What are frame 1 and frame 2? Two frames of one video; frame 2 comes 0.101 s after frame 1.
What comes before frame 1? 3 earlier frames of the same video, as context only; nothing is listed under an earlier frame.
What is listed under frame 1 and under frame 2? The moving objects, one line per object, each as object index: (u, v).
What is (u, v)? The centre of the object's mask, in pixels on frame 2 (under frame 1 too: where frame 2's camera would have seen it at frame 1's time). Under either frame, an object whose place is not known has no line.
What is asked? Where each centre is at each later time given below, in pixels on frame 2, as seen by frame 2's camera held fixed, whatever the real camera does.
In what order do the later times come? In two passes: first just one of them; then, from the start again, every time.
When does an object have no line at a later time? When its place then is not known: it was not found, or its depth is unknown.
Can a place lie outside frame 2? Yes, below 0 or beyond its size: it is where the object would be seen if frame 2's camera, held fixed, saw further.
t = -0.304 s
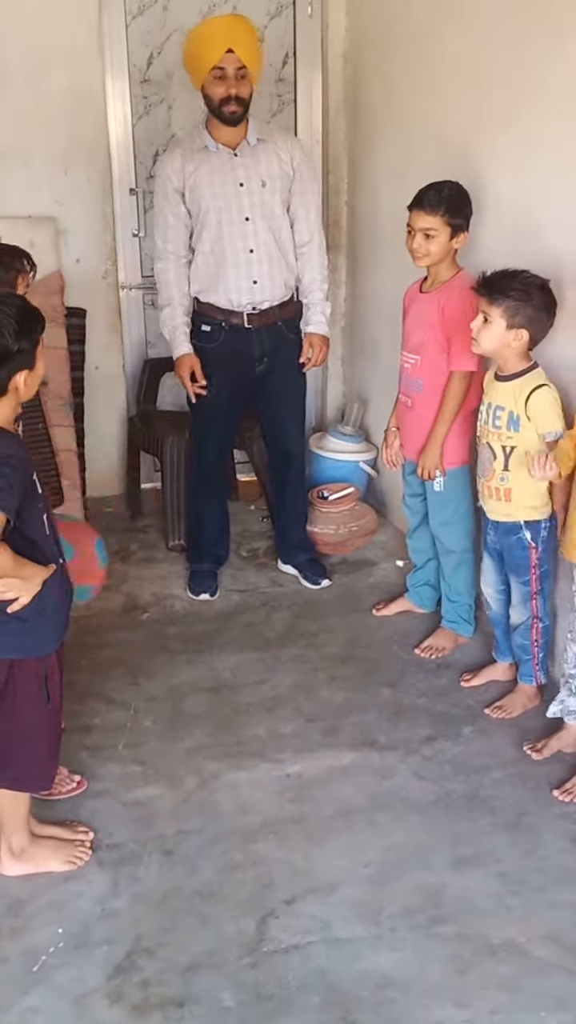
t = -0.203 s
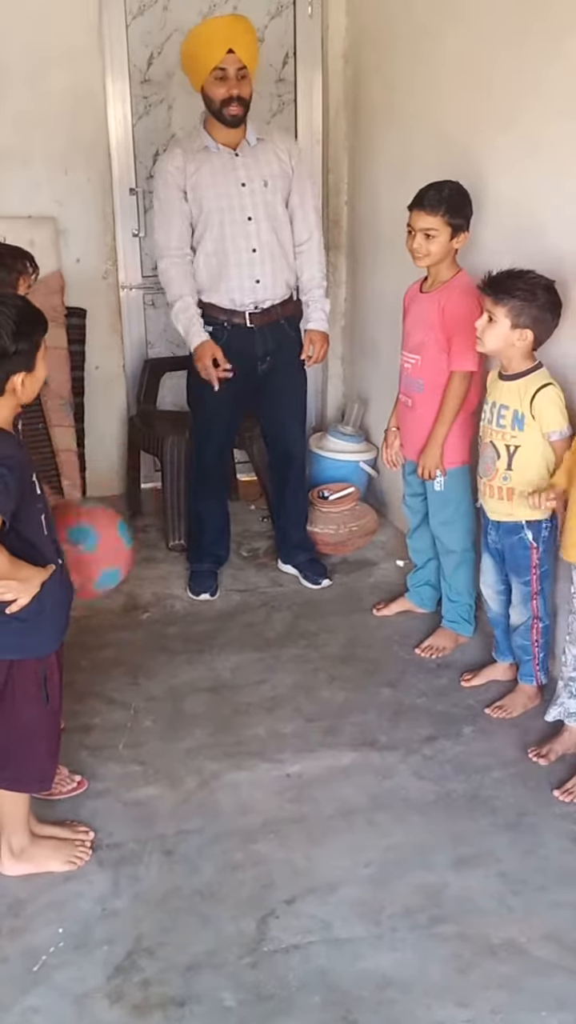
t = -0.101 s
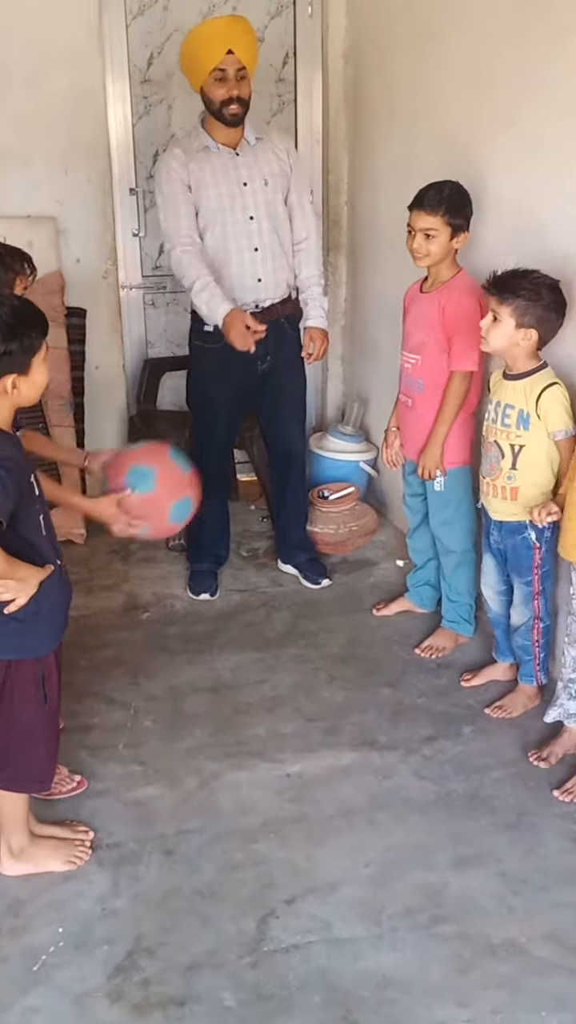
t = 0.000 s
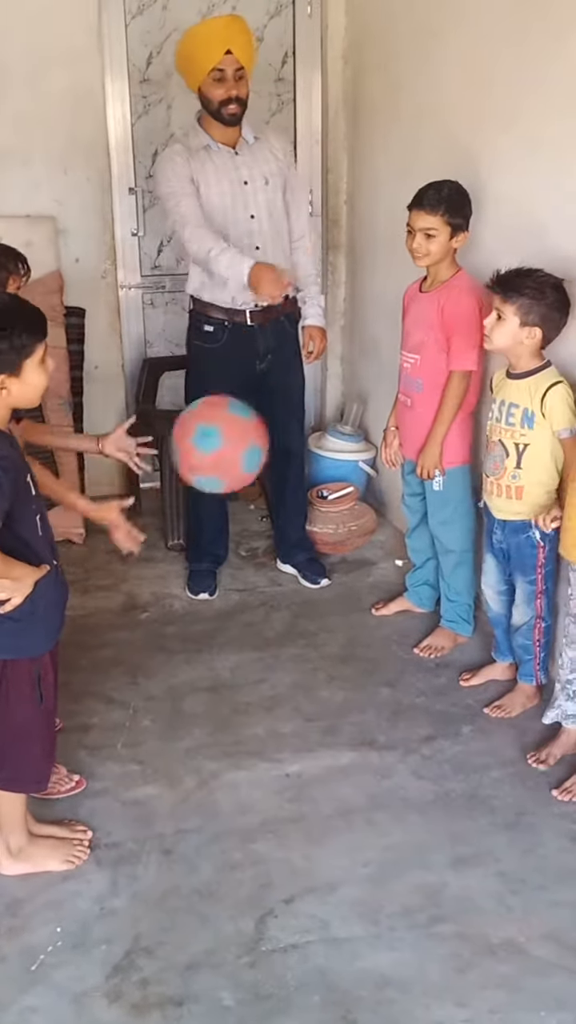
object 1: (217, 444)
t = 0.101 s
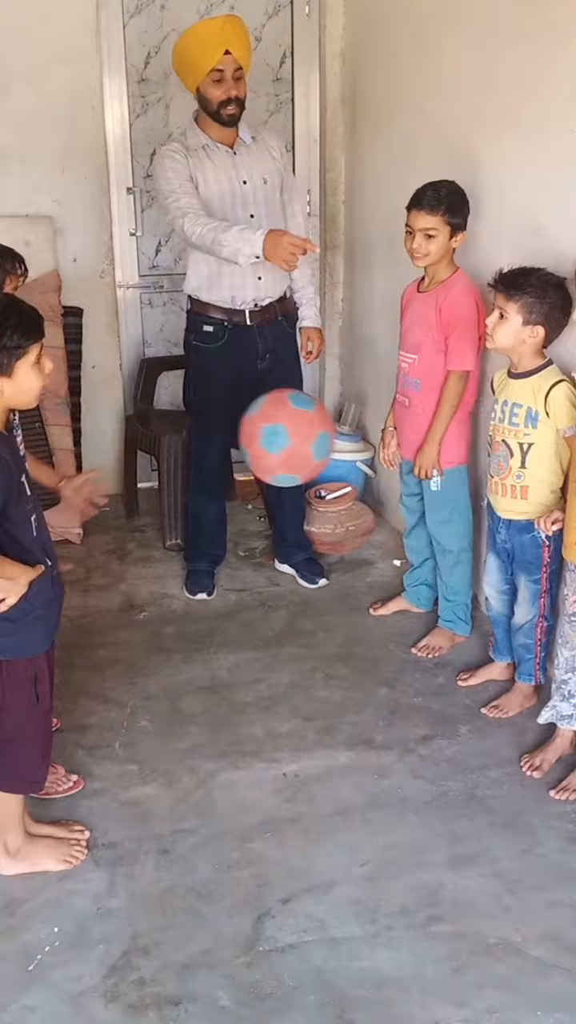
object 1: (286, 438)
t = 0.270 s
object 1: (397, 509)
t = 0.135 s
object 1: (310, 445)
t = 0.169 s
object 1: (332, 455)
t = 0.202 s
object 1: (354, 470)
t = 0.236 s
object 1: (379, 489)
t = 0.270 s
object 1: (397, 509)
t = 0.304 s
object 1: (419, 534)
